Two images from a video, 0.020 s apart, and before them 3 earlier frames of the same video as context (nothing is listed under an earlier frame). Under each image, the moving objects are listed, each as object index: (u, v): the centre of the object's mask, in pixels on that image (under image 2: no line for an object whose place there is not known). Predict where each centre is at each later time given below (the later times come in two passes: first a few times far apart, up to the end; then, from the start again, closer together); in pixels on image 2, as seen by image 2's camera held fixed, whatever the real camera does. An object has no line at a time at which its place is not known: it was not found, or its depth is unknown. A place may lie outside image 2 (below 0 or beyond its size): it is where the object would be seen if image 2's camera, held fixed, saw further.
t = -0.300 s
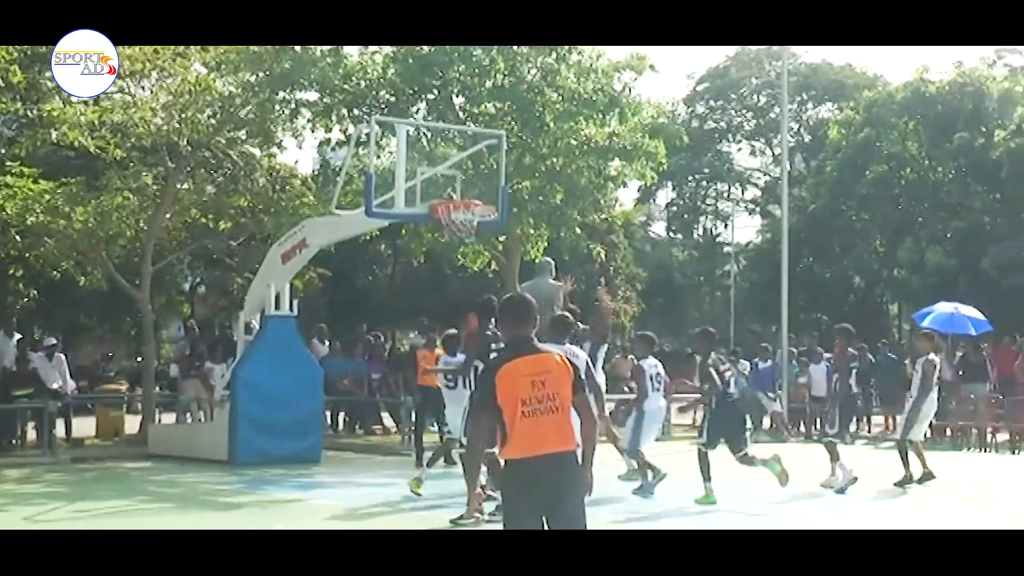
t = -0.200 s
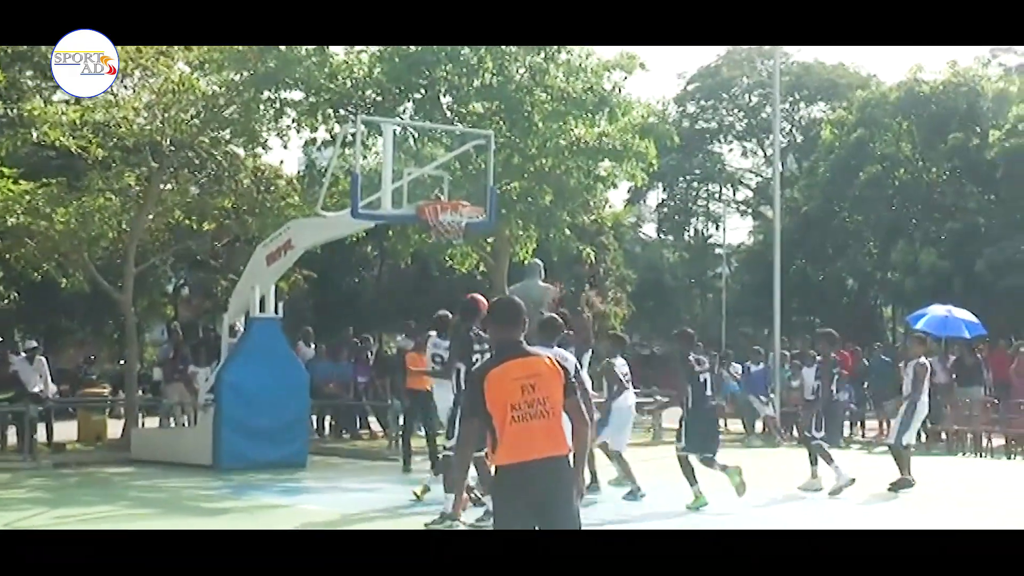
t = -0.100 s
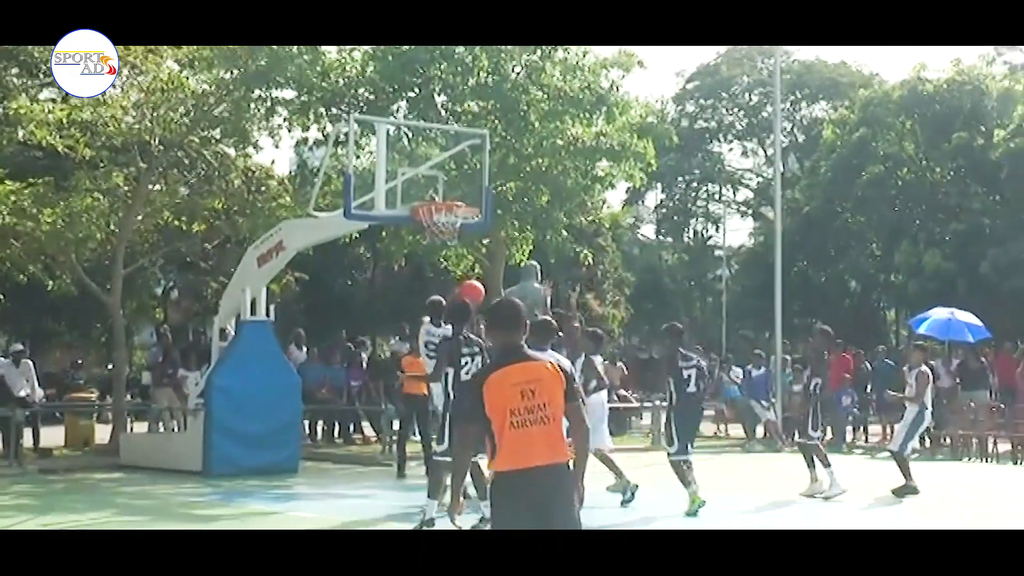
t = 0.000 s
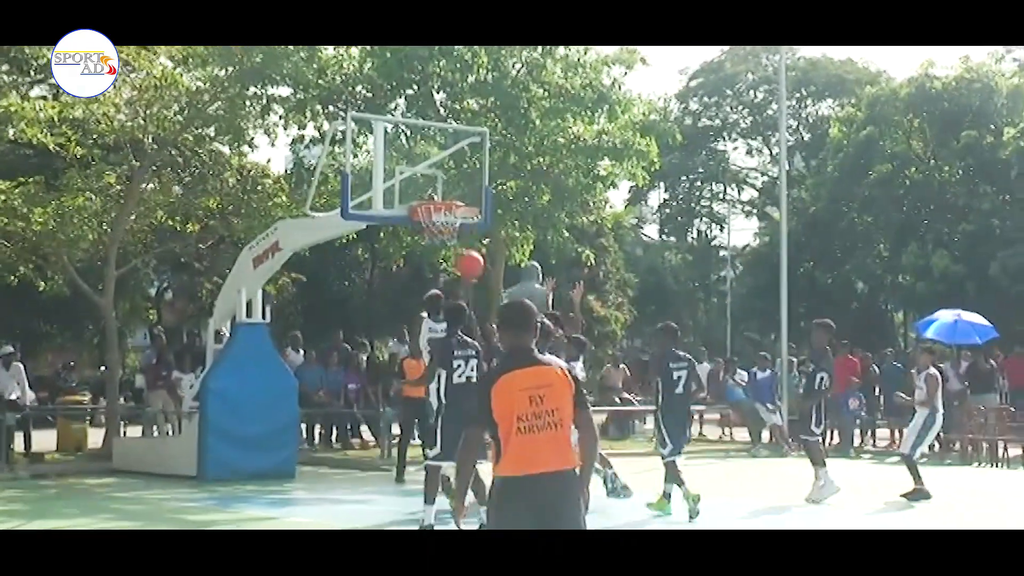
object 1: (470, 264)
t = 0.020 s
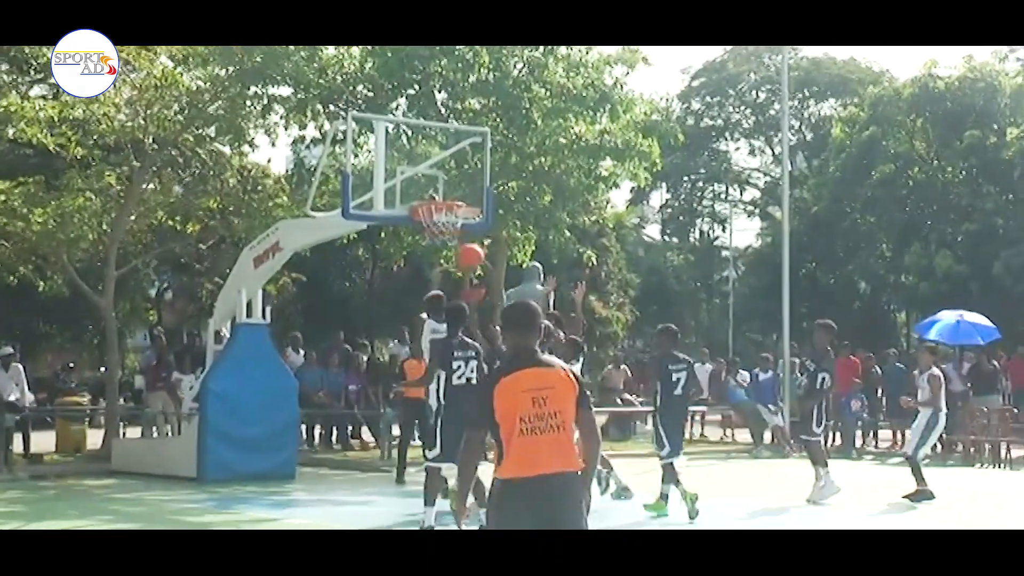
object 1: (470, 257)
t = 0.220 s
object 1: (463, 179)
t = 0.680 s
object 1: (443, 151)
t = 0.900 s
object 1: (431, 198)
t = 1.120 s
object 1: (440, 272)
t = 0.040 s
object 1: (470, 248)
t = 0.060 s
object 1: (468, 242)
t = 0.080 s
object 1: (469, 234)
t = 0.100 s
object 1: (467, 226)
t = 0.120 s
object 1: (467, 213)
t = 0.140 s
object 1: (466, 205)
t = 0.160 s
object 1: (465, 198)
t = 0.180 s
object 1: (464, 191)
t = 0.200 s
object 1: (464, 183)
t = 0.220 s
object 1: (463, 179)
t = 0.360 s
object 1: (456, 148)
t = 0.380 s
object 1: (456, 145)
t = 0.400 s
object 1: (456, 142)
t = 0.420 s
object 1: (455, 141)
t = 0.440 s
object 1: (453, 138)
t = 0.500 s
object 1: (450, 137)
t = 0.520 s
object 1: (449, 137)
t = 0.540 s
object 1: (449, 137)
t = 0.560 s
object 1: (448, 137)
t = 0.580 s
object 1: (448, 138)
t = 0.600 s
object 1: (446, 141)
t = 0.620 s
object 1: (445, 143)
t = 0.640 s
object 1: (444, 145)
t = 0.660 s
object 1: (443, 147)
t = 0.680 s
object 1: (443, 151)
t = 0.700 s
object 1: (443, 154)
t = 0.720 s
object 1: (442, 160)
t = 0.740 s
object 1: (441, 164)
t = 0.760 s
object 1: (440, 168)
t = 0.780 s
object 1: (439, 171)
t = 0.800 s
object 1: (438, 176)
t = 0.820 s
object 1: (436, 183)
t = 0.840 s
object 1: (435, 189)
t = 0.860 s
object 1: (434, 195)
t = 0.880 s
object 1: (435, 198)
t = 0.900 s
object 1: (431, 198)
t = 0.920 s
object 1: (432, 199)
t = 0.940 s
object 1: (432, 199)
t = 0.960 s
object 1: (438, 228)
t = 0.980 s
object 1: (435, 236)
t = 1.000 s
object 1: (435, 235)
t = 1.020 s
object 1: (436, 240)
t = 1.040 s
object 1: (438, 245)
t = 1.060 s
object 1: (438, 253)
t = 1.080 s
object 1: (439, 258)
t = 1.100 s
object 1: (440, 266)
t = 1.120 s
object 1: (440, 272)
